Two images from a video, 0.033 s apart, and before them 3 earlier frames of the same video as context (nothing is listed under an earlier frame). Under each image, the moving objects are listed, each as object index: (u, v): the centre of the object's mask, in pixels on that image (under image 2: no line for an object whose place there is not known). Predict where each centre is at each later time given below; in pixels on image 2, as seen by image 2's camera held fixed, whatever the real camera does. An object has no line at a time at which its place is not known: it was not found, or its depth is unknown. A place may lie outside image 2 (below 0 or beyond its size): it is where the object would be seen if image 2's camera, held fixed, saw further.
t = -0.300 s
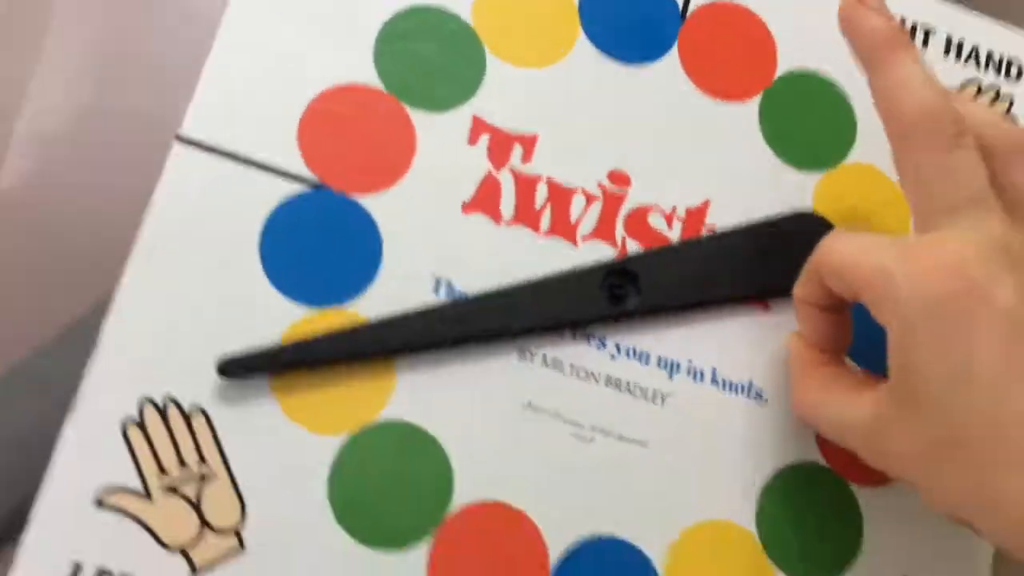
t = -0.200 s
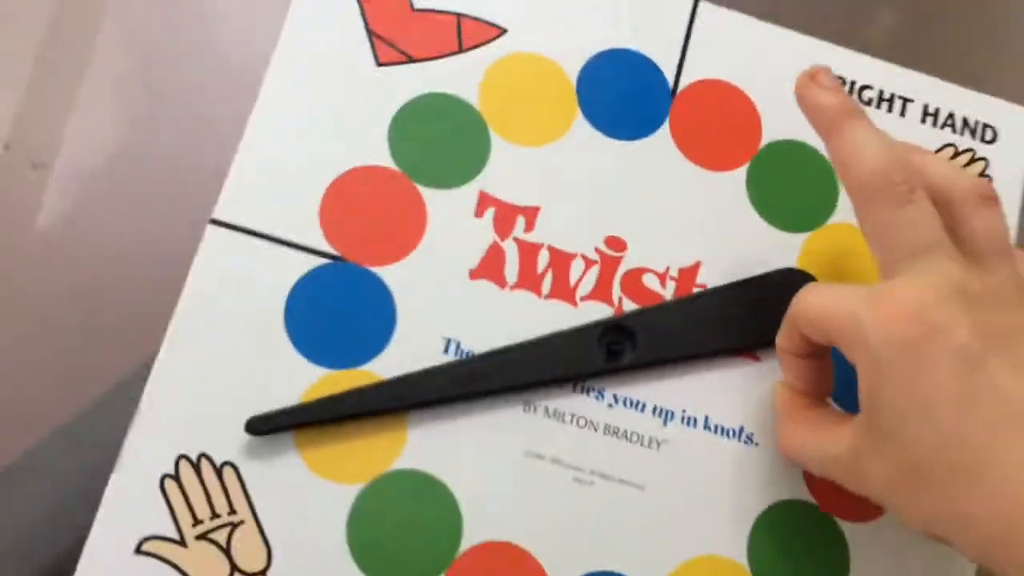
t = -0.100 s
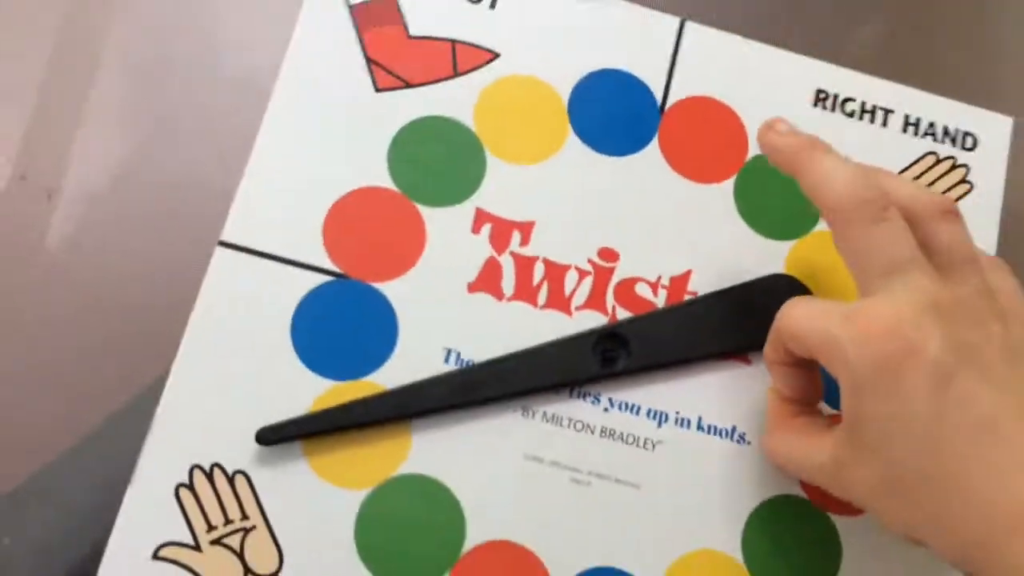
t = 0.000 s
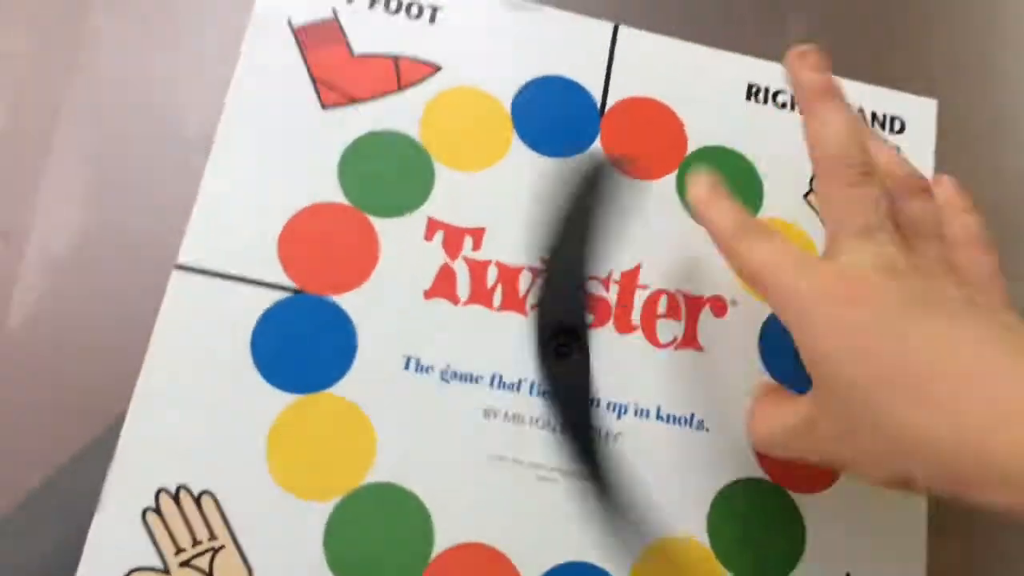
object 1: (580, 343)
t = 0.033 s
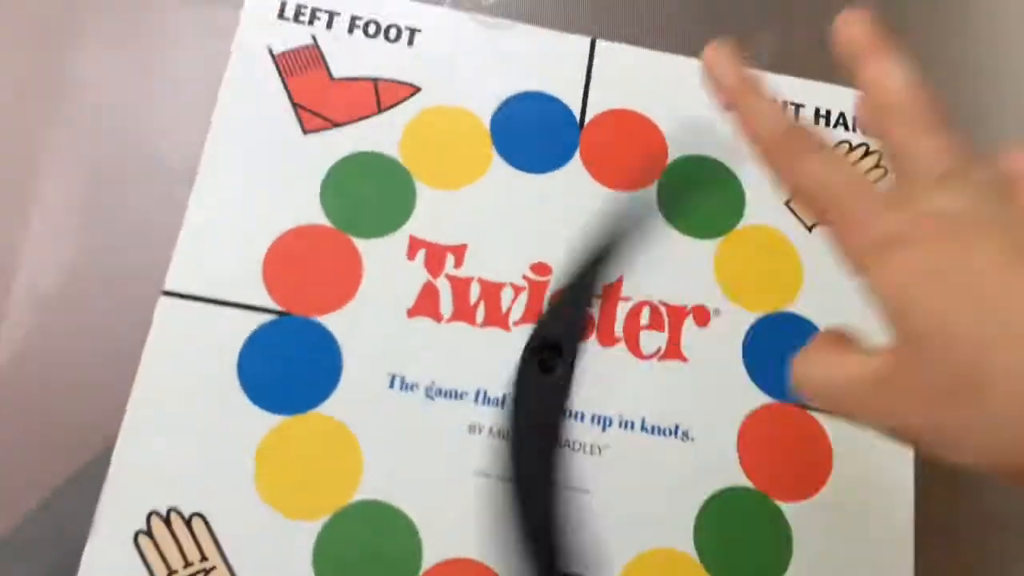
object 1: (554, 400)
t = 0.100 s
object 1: (505, 374)
